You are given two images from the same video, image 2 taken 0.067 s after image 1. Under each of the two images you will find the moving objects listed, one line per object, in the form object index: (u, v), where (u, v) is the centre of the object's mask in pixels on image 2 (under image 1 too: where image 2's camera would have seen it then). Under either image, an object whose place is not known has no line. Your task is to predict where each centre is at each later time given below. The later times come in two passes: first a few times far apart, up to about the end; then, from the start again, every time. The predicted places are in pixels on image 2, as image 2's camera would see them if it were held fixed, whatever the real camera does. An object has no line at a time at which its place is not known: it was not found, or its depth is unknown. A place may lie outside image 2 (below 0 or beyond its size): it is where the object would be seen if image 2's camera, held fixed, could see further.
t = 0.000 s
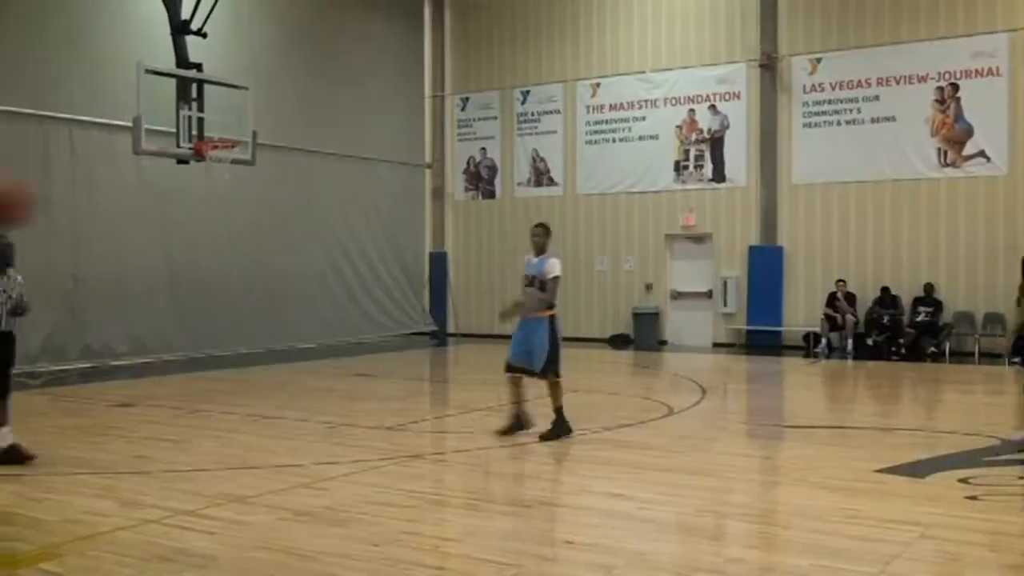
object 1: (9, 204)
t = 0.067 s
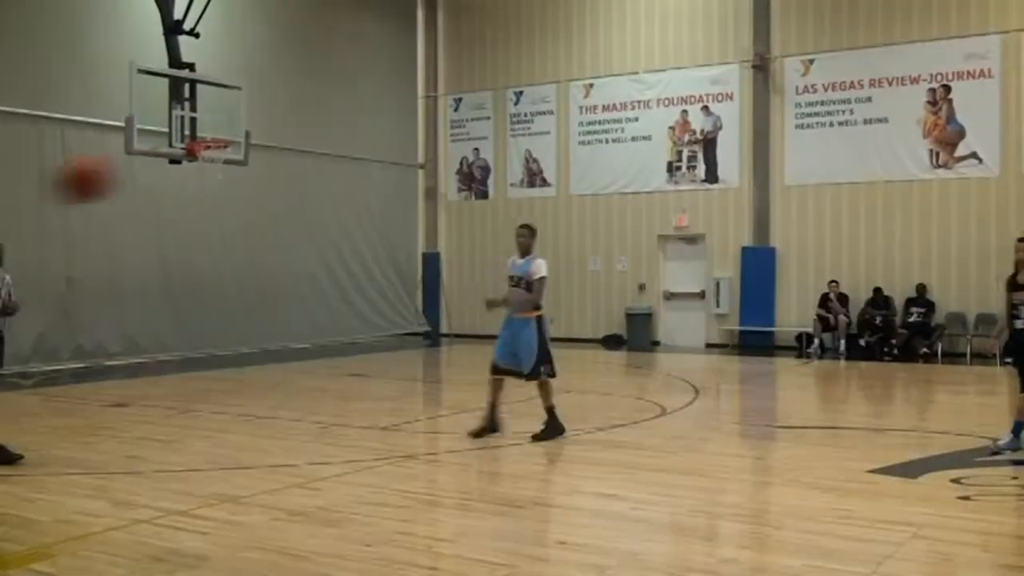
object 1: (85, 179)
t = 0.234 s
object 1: (263, 161)
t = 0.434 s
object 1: (400, 195)
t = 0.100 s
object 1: (126, 173)
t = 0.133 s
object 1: (165, 166)
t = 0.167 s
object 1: (201, 163)
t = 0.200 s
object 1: (231, 161)
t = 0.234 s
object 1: (263, 161)
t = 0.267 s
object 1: (289, 164)
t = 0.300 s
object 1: (314, 167)
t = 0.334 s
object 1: (337, 172)
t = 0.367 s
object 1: (360, 178)
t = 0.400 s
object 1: (382, 186)
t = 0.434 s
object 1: (400, 195)
